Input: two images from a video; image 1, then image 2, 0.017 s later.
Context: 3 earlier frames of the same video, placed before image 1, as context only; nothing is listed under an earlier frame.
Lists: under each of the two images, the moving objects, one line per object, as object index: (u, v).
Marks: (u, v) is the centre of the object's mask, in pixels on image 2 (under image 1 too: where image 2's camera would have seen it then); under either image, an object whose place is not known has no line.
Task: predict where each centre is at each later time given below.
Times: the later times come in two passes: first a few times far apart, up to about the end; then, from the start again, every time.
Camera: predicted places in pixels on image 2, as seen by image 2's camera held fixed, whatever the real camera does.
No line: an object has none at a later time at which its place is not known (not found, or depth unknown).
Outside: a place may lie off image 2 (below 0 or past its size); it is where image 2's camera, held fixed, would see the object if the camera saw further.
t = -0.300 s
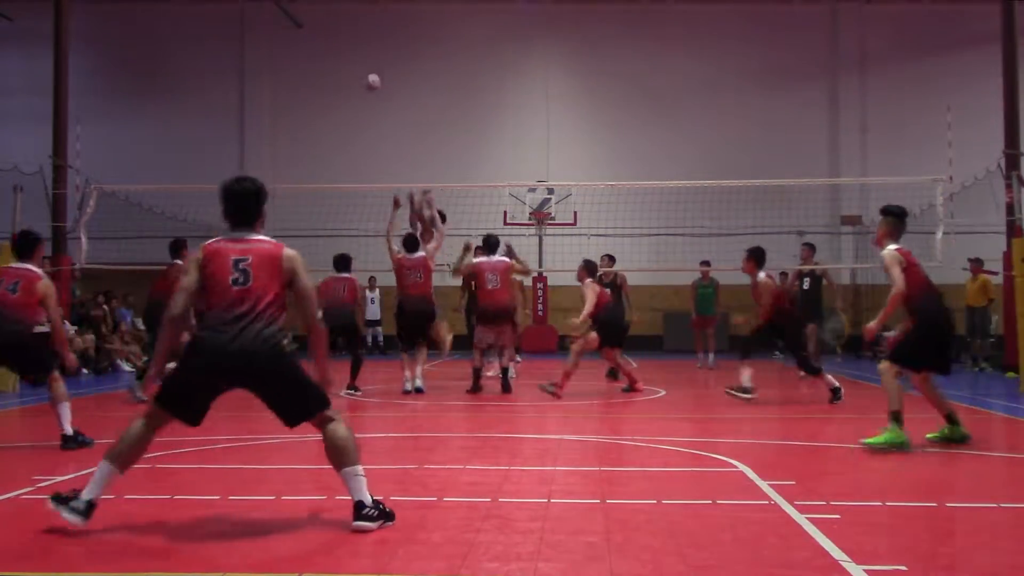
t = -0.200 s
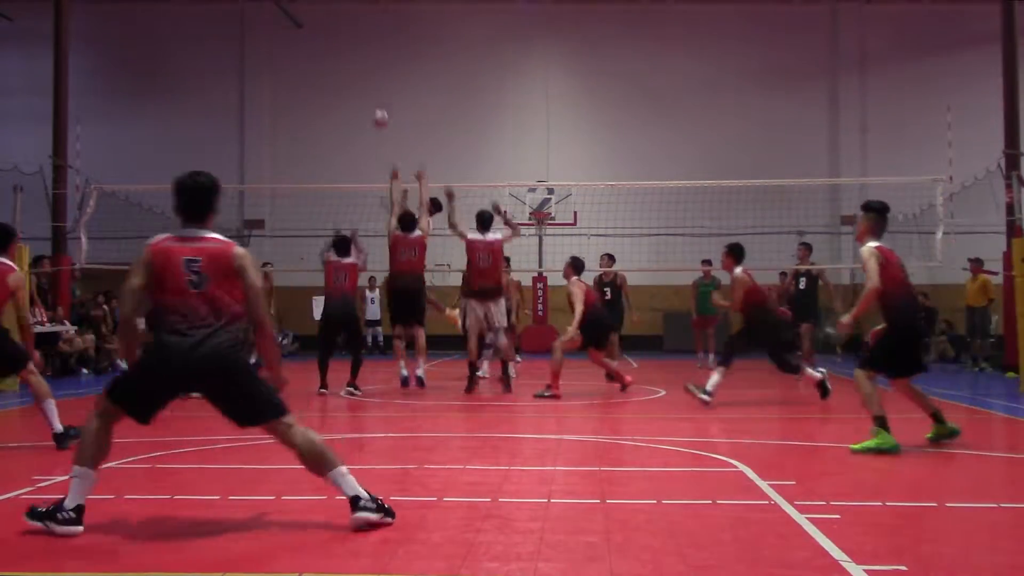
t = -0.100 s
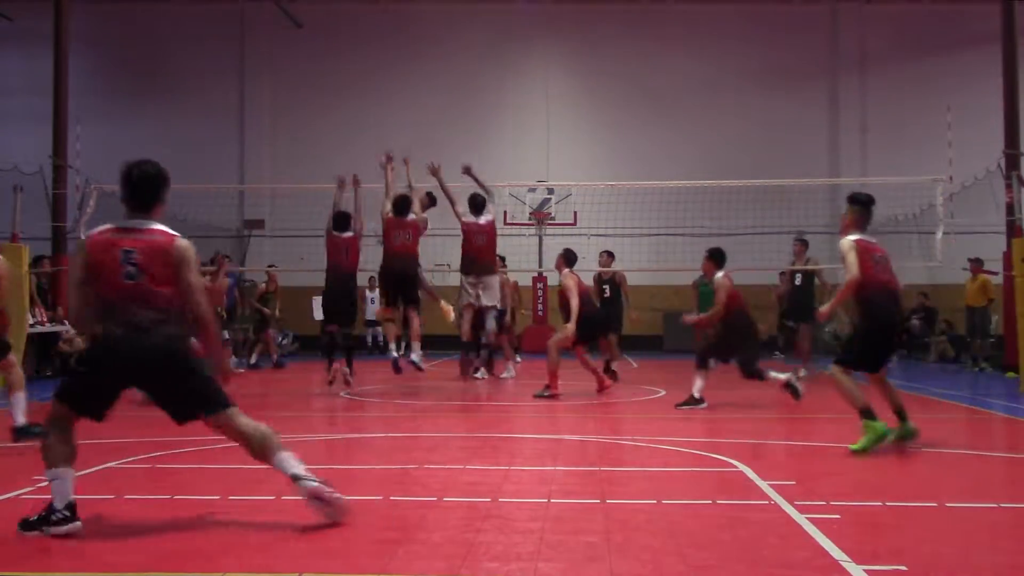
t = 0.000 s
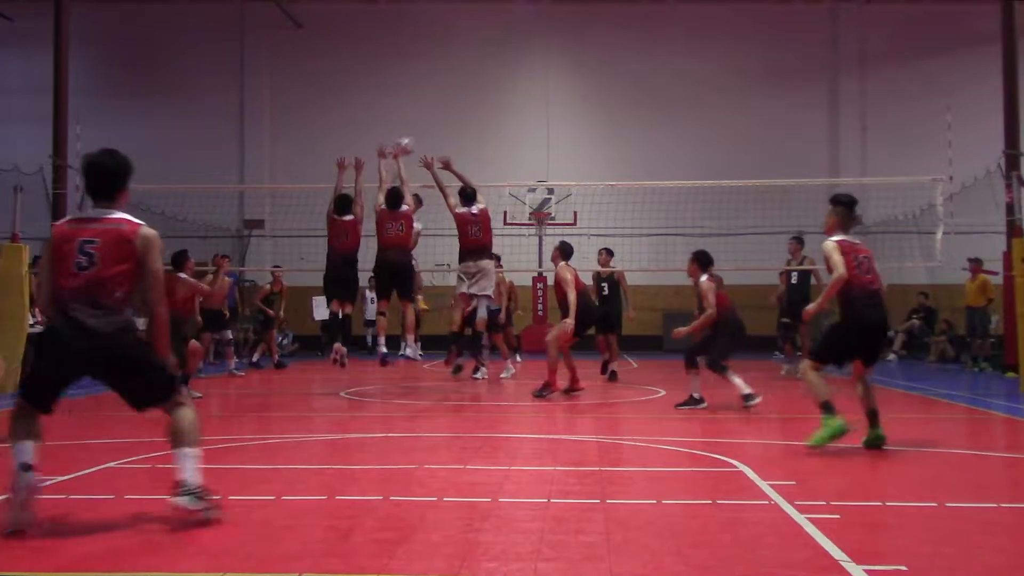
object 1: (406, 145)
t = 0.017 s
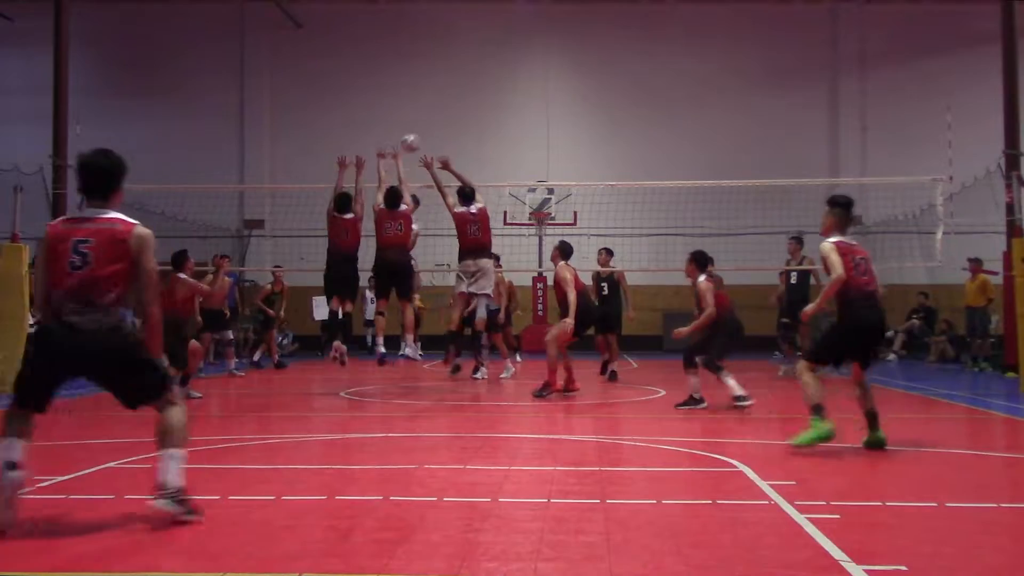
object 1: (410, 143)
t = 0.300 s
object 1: (545, 119)
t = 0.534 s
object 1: (720, 161)
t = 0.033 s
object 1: (417, 140)
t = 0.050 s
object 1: (424, 136)
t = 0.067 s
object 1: (431, 134)
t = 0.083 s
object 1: (437, 131)
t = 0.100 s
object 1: (444, 129)
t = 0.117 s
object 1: (451, 127)
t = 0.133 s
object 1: (458, 125)
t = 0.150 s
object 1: (466, 123)
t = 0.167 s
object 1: (474, 122)
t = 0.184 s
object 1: (482, 121)
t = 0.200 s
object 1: (491, 120)
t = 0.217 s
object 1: (499, 119)
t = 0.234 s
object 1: (507, 119)
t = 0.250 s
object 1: (517, 118)
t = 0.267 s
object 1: (526, 118)
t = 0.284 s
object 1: (536, 118)
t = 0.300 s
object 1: (545, 119)
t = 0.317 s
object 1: (556, 119)
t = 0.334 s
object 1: (567, 120)
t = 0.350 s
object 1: (576, 122)
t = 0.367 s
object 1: (588, 124)
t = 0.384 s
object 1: (599, 126)
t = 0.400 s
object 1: (611, 128)
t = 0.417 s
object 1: (623, 130)
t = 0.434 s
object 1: (635, 133)
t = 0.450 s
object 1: (649, 137)
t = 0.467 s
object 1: (663, 141)
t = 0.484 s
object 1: (676, 145)
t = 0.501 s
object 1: (690, 149)
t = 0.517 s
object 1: (704, 154)
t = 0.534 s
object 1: (720, 161)
